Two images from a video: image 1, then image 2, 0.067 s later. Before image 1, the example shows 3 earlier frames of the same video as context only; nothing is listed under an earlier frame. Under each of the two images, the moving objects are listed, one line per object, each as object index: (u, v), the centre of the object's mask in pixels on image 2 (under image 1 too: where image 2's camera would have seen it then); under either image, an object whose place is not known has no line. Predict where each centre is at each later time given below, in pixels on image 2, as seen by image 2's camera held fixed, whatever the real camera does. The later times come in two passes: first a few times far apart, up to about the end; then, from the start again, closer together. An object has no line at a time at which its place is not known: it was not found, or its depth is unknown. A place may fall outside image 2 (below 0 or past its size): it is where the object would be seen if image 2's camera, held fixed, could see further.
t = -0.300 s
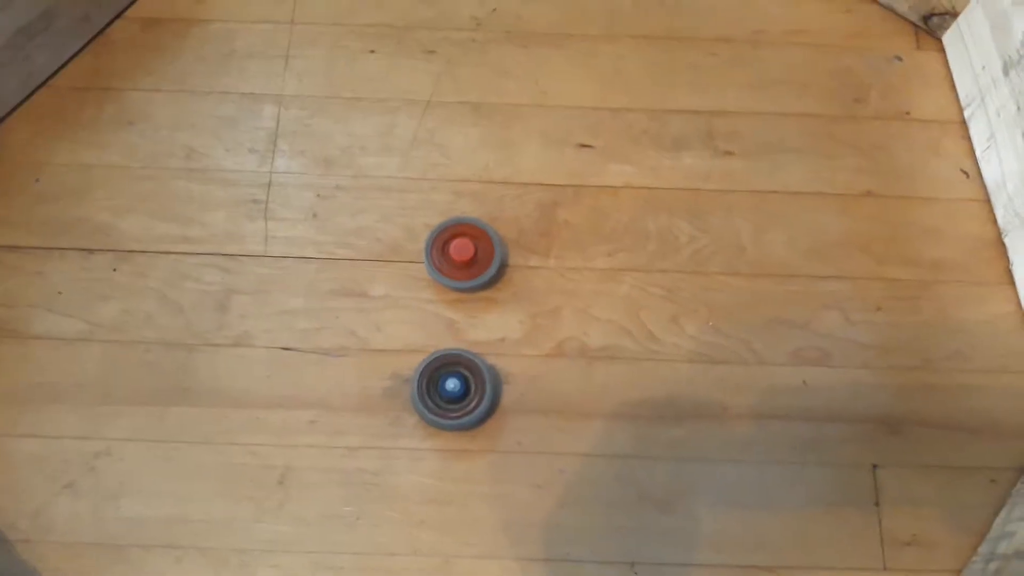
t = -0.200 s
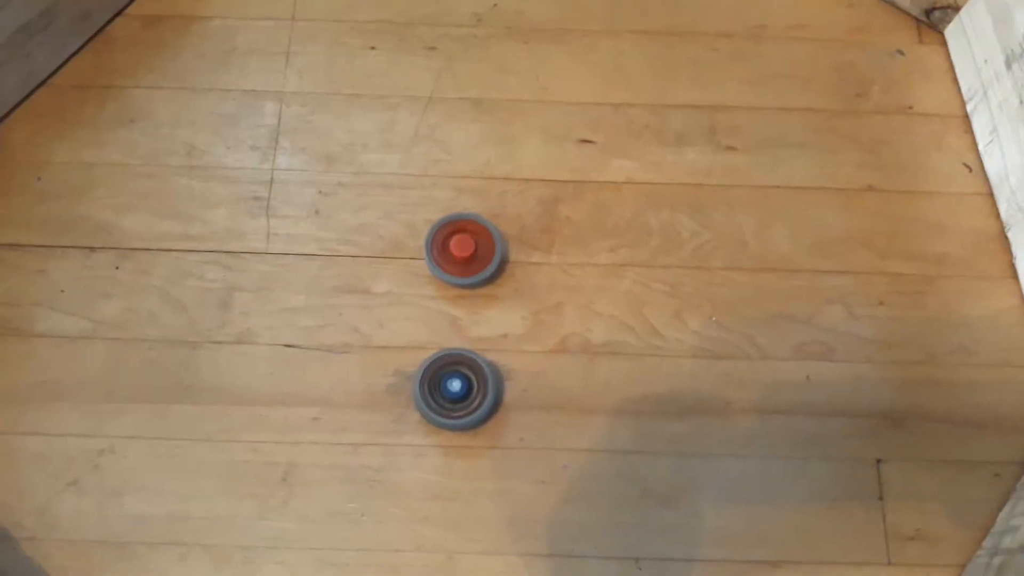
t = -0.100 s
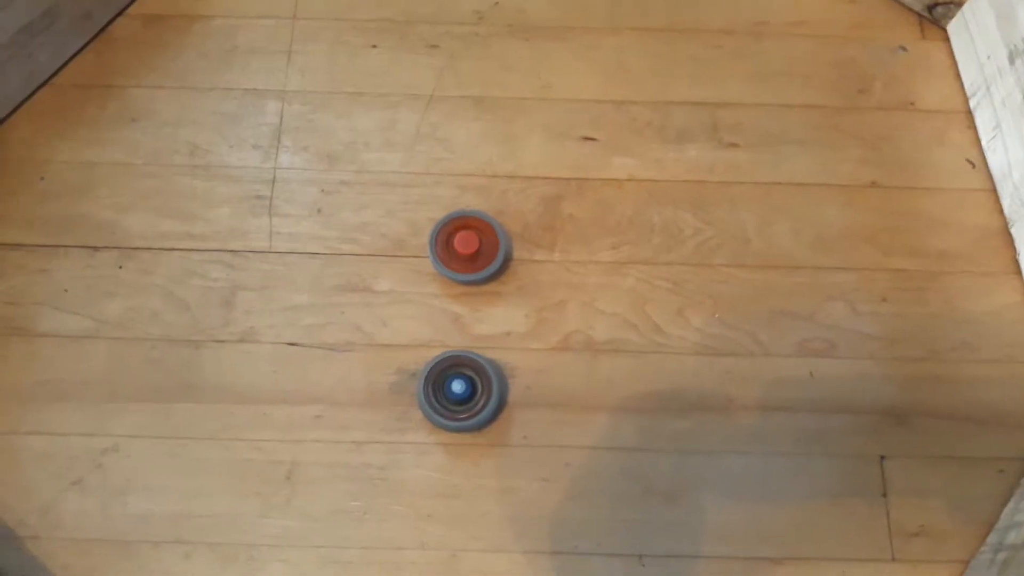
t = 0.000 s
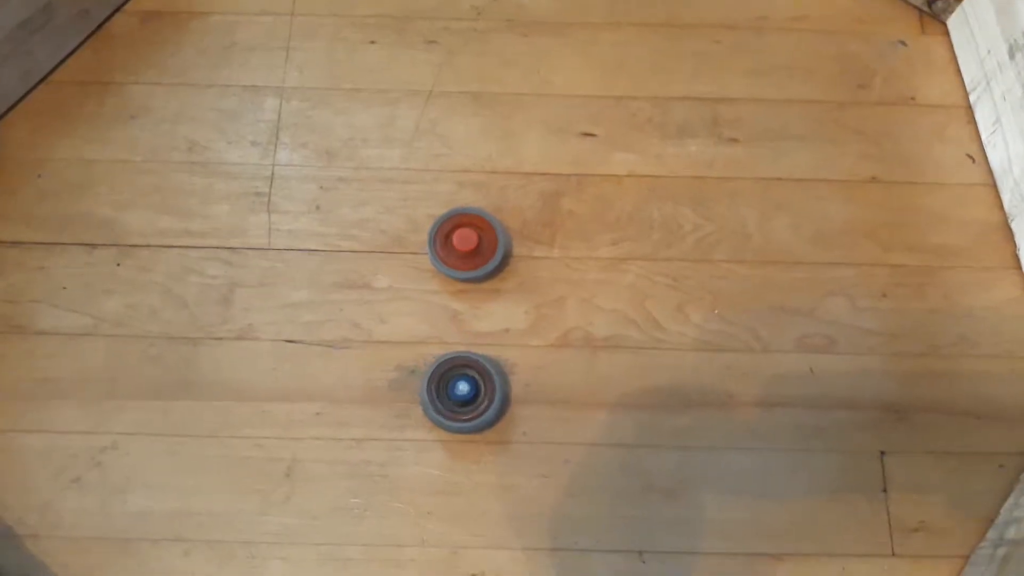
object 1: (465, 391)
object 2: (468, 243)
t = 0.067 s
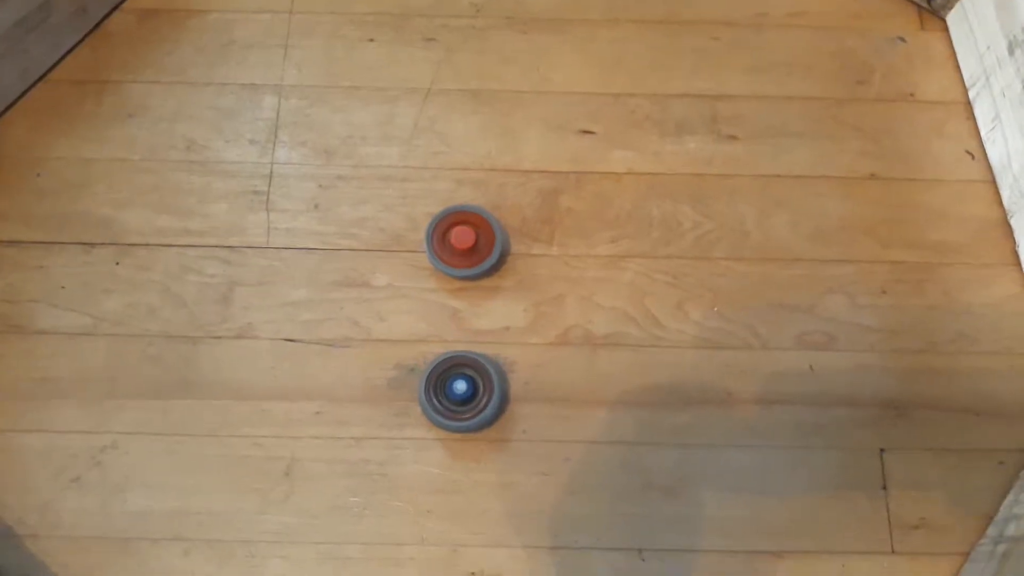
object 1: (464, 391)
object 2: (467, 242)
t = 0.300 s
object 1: (473, 395)
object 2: (465, 242)
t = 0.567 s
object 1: (483, 394)
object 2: (466, 242)
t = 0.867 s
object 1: (491, 389)
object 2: (462, 242)
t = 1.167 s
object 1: (494, 391)
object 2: (461, 243)
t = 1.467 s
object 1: (492, 396)
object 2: (460, 242)
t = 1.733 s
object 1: (490, 396)
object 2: (461, 243)
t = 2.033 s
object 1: (489, 394)
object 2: (458, 242)
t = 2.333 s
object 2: (459, 238)
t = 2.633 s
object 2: (459, 242)
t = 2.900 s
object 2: (461, 243)
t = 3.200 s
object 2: (459, 239)
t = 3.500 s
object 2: (455, 243)
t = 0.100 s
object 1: (464, 392)
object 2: (466, 242)
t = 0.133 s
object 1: (466, 393)
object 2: (466, 242)
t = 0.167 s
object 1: (467, 393)
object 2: (466, 243)
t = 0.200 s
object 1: (469, 394)
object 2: (466, 242)
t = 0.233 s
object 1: (470, 394)
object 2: (465, 242)
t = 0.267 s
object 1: (471, 395)
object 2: (465, 242)
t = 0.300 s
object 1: (473, 395)
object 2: (465, 242)
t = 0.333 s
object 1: (473, 395)
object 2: (465, 242)
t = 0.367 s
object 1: (475, 395)
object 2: (464, 242)
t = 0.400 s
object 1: (477, 395)
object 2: (465, 243)
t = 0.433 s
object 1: (478, 395)
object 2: (465, 242)
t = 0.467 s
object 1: (479, 394)
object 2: (465, 243)
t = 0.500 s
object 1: (480, 395)
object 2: (465, 242)
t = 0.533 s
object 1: (481, 394)
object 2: (465, 243)
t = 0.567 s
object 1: (483, 394)
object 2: (466, 242)
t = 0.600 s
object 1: (484, 394)
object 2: (465, 243)
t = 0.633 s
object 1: (485, 393)
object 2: (465, 243)
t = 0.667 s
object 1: (486, 392)
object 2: (463, 243)
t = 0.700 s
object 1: (486, 392)
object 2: (463, 244)
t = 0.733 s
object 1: (488, 391)
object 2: (462, 242)
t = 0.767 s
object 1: (488, 391)
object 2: (461, 243)
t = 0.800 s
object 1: (489, 390)
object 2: (461, 242)
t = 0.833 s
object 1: (490, 389)
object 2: (460, 243)
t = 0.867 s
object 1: (491, 389)
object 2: (462, 242)
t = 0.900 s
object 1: (491, 390)
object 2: (461, 242)
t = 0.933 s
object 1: (490, 391)
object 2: (462, 243)
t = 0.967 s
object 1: (491, 392)
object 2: (462, 242)
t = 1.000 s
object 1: (492, 393)
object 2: (462, 243)
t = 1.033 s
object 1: (493, 393)
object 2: (463, 242)
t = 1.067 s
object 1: (493, 393)
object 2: (461, 243)
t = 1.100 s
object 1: (494, 393)
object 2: (462, 243)
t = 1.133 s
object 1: (494, 392)
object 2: (461, 243)
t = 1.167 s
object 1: (494, 391)
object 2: (461, 243)
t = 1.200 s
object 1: (494, 391)
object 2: (461, 243)
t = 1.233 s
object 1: (494, 393)
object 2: (461, 243)
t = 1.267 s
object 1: (495, 393)
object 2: (461, 243)
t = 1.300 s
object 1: (493, 394)
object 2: (461, 243)
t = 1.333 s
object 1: (494, 394)
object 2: (461, 243)
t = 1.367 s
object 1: (494, 394)
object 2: (461, 243)
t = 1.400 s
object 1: (493, 395)
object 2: (460, 243)
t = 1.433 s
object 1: (492, 396)
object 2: (460, 242)
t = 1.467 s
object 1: (492, 396)
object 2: (460, 242)
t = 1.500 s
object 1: (492, 396)
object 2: (460, 242)
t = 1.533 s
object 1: (491, 397)
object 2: (460, 243)
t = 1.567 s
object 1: (491, 396)
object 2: (461, 242)
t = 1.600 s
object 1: (491, 396)
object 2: (460, 242)
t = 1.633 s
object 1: (490, 396)
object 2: (461, 243)
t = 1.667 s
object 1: (490, 396)
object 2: (461, 242)
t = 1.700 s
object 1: (490, 396)
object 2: (460, 242)
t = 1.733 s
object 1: (490, 396)
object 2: (461, 243)
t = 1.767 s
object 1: (490, 395)
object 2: (461, 242)
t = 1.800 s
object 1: (490, 395)
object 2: (460, 243)
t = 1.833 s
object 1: (490, 394)
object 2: (461, 242)
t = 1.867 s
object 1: (489, 394)
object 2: (460, 243)
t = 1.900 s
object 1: (490, 395)
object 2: (460, 243)
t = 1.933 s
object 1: (490, 394)
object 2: (459, 242)
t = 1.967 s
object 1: (490, 395)
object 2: (459, 243)
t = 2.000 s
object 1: (490, 394)
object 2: (459, 242)
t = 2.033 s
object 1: (489, 394)
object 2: (458, 242)
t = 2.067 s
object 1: (489, 395)
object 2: (459, 242)
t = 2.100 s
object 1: (489, 394)
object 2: (459, 242)
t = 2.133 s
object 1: (488, 395)
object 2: (460, 243)
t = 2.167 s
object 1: (488, 394)
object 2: (460, 242)
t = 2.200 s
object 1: (487, 395)
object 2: (459, 243)
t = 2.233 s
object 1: (488, 395)
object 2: (460, 242)
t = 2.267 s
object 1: (489, 394)
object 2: (460, 242)
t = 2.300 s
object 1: (487, 394)
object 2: (459, 242)
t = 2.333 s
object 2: (459, 238)
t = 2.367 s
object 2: (458, 239)
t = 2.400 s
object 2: (458, 241)
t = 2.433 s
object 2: (457, 241)
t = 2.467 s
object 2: (459, 242)
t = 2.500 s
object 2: (460, 241)
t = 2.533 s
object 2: (460, 242)
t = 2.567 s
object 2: (461, 241)
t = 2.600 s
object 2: (461, 240)
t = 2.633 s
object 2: (459, 242)
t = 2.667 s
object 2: (460, 241)
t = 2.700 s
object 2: (458, 242)
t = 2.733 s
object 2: (459, 242)
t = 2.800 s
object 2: (458, 242)
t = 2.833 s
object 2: (459, 241)
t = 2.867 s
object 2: (460, 241)
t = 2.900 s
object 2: (461, 243)
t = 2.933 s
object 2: (457, 242)
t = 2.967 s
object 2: (459, 243)
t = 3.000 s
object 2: (461, 242)
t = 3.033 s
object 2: (460, 242)
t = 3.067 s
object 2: (458, 244)
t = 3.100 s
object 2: (457, 241)
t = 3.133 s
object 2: (456, 242)
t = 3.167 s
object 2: (460, 240)
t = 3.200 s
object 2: (459, 239)
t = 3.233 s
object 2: (460, 241)
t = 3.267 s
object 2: (462, 239)
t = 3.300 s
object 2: (462, 239)
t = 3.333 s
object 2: (460, 241)
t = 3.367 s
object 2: (460, 240)
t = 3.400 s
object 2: (460, 241)
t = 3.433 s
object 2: (459, 242)
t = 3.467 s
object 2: (454, 240)
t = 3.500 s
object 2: (455, 243)
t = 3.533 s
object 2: (457, 242)
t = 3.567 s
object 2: (457, 243)
